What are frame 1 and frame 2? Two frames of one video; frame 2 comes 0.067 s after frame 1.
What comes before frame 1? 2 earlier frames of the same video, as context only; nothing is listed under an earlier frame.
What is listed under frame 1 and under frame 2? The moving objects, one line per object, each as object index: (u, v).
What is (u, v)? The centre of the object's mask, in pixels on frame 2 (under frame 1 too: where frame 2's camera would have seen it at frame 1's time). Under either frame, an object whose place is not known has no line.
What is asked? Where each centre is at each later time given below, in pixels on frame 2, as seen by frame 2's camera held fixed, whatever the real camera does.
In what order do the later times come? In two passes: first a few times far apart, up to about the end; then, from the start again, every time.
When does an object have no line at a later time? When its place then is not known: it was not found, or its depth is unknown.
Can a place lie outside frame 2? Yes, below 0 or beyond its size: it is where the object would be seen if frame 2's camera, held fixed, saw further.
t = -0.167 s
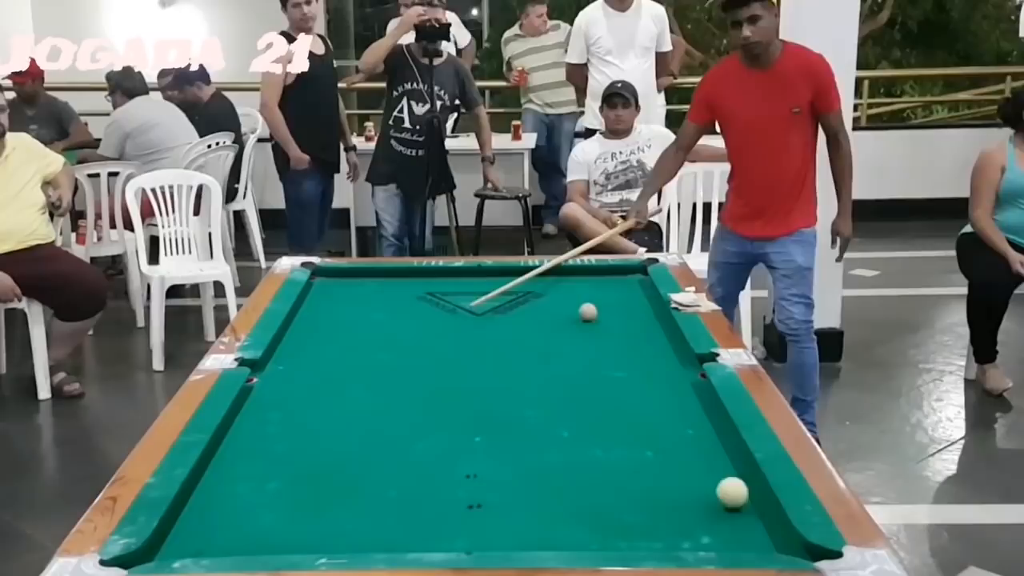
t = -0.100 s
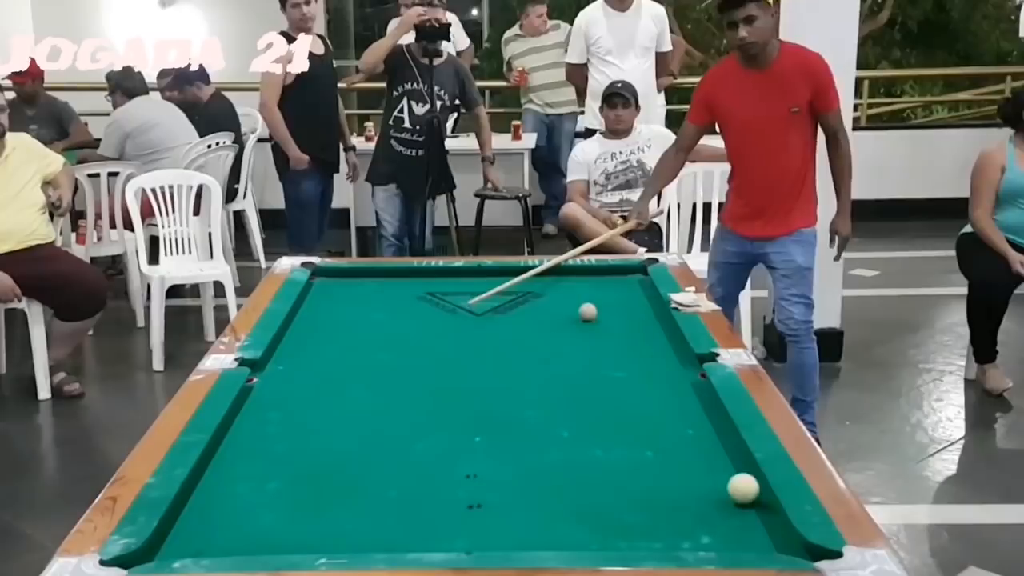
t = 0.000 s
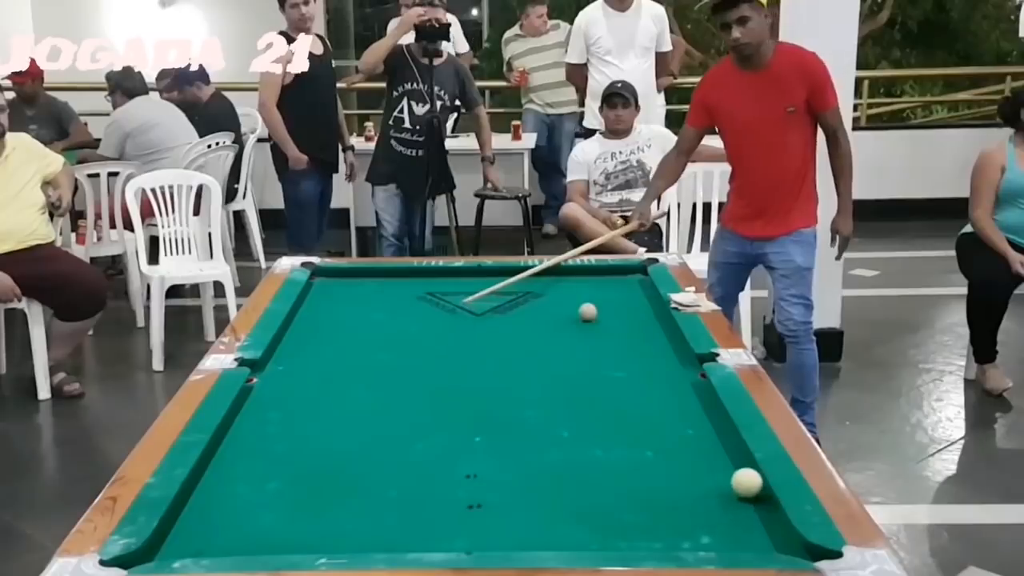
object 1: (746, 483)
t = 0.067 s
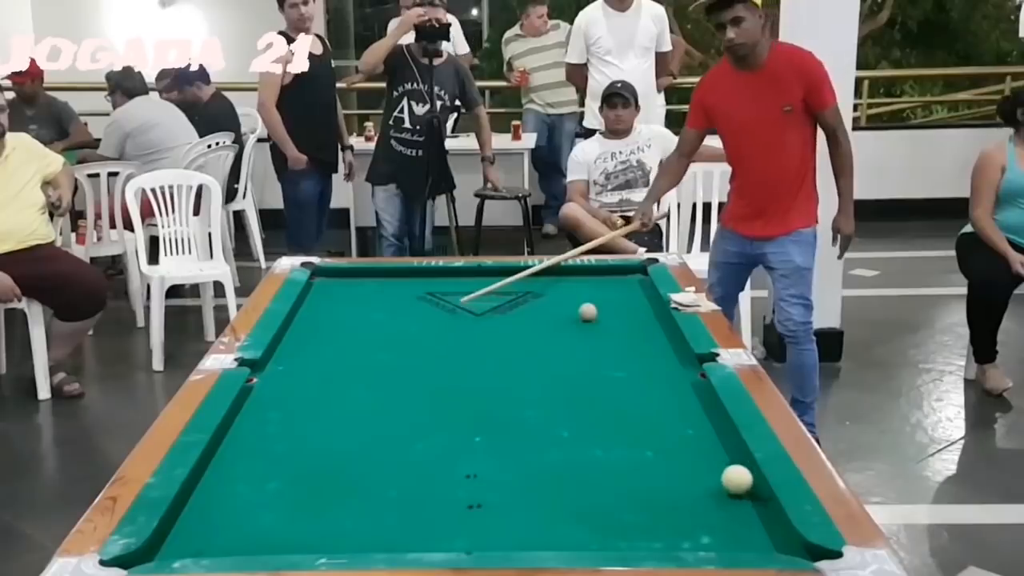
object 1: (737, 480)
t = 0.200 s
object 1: (719, 474)
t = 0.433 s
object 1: (689, 464)
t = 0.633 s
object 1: (667, 457)
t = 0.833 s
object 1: (649, 451)
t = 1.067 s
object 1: (629, 444)
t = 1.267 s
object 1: (614, 440)
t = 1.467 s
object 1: (601, 436)
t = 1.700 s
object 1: (589, 432)
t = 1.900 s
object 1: (581, 430)
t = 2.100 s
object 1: (575, 428)
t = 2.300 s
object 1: (570, 426)
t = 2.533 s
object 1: (568, 426)
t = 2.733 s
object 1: (567, 426)
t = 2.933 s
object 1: (567, 426)
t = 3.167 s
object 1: (567, 426)
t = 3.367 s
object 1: (567, 426)
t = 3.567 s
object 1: (568, 426)
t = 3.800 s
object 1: (567, 426)
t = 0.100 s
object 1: (732, 478)
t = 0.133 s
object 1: (728, 477)
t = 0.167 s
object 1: (723, 476)
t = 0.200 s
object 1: (719, 474)
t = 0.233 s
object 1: (714, 472)
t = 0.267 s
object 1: (710, 471)
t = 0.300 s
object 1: (705, 469)
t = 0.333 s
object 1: (701, 468)
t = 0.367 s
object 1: (697, 467)
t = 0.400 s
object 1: (693, 466)
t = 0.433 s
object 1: (689, 464)
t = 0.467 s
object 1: (685, 463)
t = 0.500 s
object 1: (682, 462)
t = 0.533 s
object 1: (678, 460)
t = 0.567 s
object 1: (674, 459)
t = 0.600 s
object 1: (670, 458)
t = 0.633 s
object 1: (667, 457)
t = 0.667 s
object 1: (664, 456)
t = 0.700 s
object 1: (660, 455)
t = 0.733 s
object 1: (657, 454)
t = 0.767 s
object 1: (654, 452)
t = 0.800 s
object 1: (652, 452)
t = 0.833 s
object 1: (649, 451)
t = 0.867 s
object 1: (646, 450)
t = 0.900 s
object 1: (643, 449)
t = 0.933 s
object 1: (640, 448)
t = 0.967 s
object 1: (637, 447)
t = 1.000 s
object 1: (634, 446)
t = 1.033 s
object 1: (632, 445)
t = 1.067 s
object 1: (629, 444)
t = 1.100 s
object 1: (626, 444)
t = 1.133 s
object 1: (624, 443)
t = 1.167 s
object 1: (621, 442)
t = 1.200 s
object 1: (619, 441)
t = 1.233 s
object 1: (616, 440)
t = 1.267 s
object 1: (614, 440)
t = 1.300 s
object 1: (611, 439)
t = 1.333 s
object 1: (609, 438)
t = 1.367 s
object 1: (607, 438)
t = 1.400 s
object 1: (605, 437)
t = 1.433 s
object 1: (603, 437)
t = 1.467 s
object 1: (601, 436)
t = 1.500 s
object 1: (599, 435)
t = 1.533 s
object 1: (597, 435)
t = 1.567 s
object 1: (596, 434)
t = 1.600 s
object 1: (594, 434)
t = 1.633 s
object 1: (592, 433)
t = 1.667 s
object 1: (591, 433)
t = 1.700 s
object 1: (589, 432)
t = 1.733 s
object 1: (587, 432)
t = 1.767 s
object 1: (586, 431)
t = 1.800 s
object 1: (584, 431)
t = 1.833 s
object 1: (583, 430)
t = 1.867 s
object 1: (582, 430)
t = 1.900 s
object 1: (581, 430)
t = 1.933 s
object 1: (580, 429)
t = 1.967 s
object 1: (579, 429)
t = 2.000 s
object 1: (578, 429)
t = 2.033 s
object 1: (576, 428)
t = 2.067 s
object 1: (575, 428)
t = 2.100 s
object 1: (575, 428)
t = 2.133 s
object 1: (574, 427)
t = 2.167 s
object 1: (573, 427)
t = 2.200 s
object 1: (572, 427)
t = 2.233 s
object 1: (571, 427)
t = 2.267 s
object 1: (571, 427)
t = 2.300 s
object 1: (570, 426)
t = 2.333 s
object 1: (570, 426)
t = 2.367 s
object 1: (569, 426)
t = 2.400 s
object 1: (569, 426)
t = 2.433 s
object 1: (568, 426)
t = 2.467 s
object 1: (568, 426)
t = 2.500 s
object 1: (567, 426)
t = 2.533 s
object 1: (568, 426)
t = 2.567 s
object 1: (567, 426)
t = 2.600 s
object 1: (567, 426)
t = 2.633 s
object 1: (567, 426)
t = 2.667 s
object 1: (567, 426)
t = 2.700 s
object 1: (567, 425)
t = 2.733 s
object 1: (567, 426)
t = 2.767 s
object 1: (567, 426)
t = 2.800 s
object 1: (567, 426)
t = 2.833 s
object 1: (567, 426)
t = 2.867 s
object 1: (567, 426)
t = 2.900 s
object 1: (567, 426)
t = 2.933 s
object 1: (567, 426)
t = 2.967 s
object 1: (567, 426)
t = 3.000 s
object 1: (567, 426)
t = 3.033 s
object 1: (567, 426)
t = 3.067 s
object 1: (567, 426)
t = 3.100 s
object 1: (567, 426)
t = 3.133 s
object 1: (567, 426)
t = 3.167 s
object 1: (567, 426)
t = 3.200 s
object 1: (567, 426)
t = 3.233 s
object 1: (567, 426)
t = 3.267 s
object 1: (568, 426)
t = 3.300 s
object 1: (568, 426)
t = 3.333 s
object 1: (567, 426)
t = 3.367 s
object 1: (567, 426)
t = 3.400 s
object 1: (567, 426)
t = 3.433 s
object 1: (567, 426)
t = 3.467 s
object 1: (567, 426)
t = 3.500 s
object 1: (567, 426)
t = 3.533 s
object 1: (568, 426)
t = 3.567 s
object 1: (568, 426)
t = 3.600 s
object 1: (568, 426)
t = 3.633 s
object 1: (568, 426)
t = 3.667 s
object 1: (568, 426)
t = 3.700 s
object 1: (567, 426)
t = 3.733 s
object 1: (568, 426)
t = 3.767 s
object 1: (567, 426)
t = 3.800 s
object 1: (567, 426)
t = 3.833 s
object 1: (567, 426)
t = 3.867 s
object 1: (567, 426)
